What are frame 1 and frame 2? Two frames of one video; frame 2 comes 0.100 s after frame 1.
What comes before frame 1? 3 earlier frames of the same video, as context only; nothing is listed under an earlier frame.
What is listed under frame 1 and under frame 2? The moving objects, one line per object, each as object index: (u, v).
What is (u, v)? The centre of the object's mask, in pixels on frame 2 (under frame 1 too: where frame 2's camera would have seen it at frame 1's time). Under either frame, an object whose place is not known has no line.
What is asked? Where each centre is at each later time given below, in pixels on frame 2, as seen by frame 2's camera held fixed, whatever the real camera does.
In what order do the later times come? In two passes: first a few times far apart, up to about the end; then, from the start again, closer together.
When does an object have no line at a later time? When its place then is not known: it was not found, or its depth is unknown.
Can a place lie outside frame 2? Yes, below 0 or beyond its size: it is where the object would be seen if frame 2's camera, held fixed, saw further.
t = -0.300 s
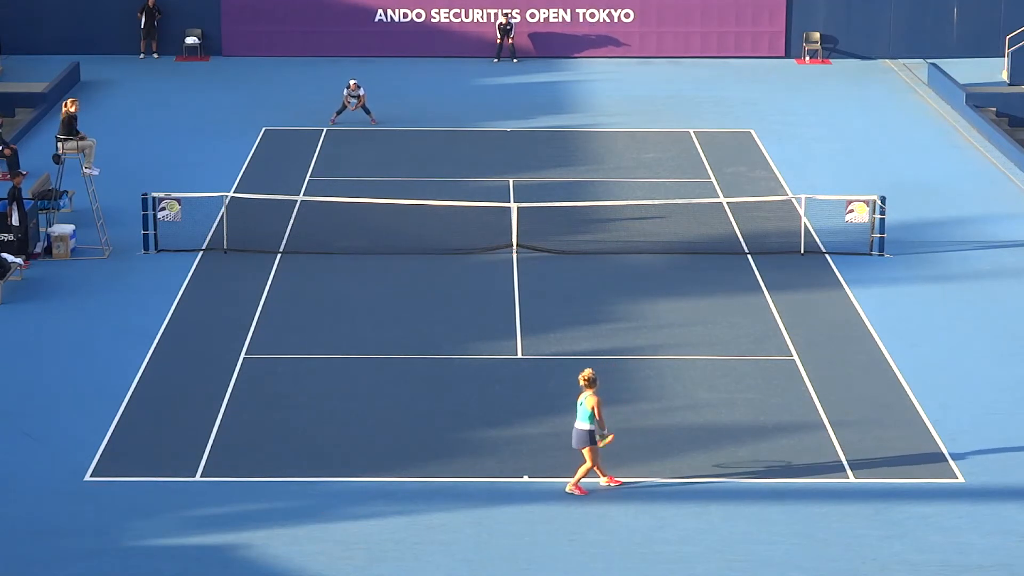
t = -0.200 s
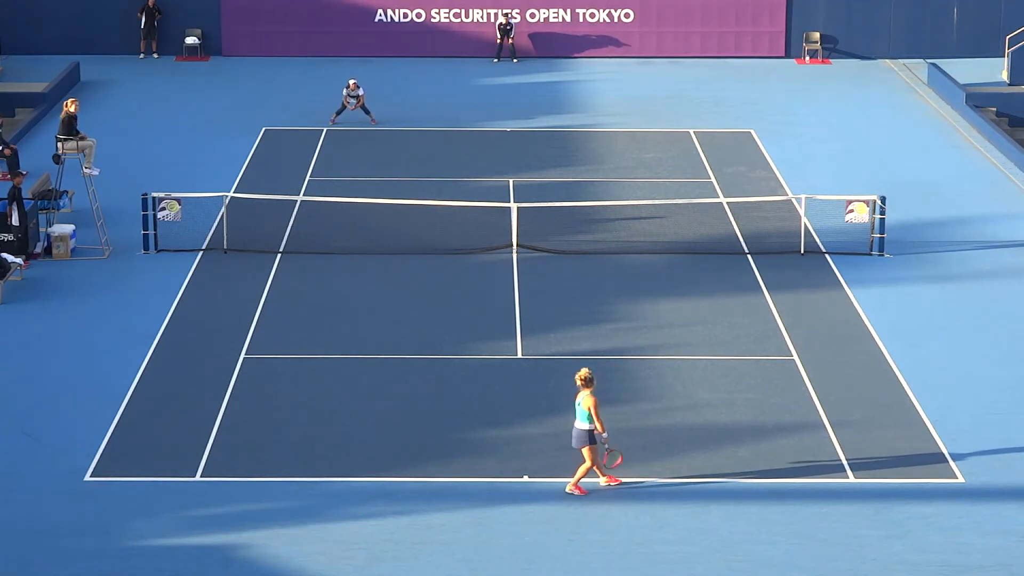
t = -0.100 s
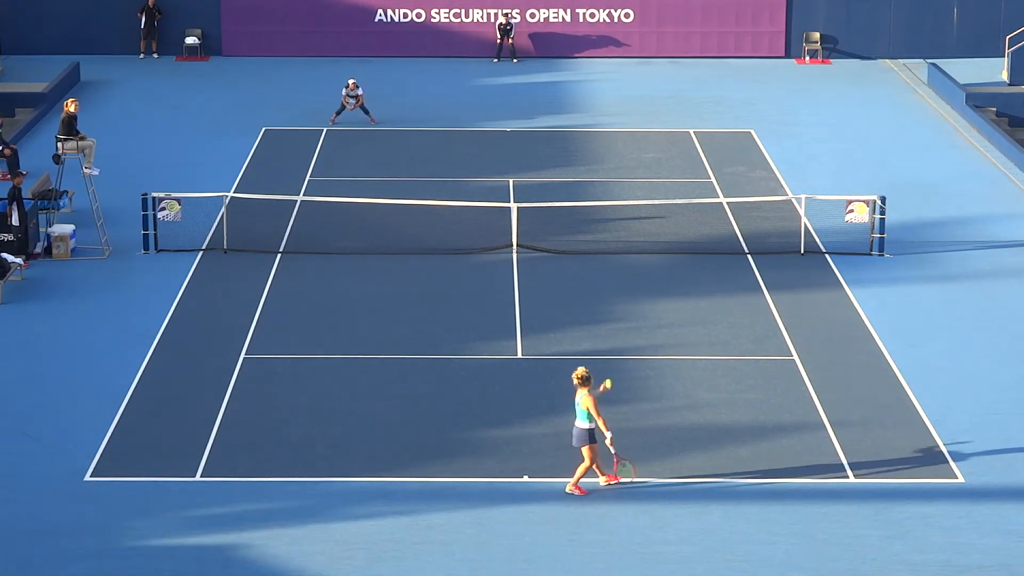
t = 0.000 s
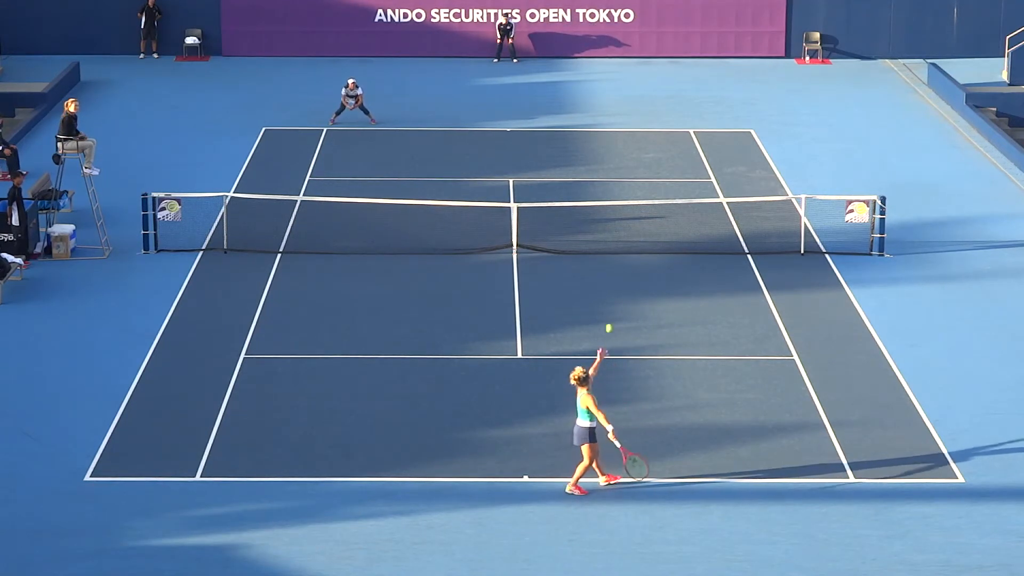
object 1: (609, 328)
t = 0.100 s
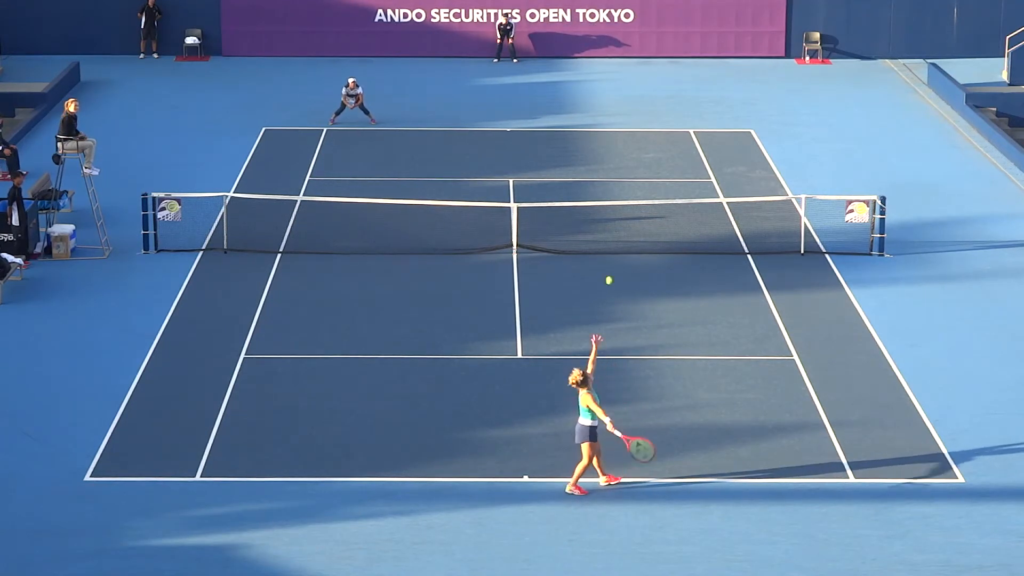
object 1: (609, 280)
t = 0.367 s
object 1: (608, 190)
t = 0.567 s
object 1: (606, 158)
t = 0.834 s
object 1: (604, 166)
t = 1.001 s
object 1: (601, 198)
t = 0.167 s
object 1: (609, 252)
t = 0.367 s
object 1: (608, 190)
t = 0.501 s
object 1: (607, 165)
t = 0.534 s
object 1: (607, 162)
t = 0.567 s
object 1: (606, 158)
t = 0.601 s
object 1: (606, 156)
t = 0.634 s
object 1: (606, 155)
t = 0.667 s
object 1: (605, 155)
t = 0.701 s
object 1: (605, 155)
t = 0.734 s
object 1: (605, 156)
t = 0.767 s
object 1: (605, 158)
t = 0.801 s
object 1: (604, 162)
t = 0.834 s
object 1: (604, 166)
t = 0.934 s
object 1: (602, 183)
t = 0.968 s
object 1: (601, 190)
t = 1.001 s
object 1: (601, 198)
